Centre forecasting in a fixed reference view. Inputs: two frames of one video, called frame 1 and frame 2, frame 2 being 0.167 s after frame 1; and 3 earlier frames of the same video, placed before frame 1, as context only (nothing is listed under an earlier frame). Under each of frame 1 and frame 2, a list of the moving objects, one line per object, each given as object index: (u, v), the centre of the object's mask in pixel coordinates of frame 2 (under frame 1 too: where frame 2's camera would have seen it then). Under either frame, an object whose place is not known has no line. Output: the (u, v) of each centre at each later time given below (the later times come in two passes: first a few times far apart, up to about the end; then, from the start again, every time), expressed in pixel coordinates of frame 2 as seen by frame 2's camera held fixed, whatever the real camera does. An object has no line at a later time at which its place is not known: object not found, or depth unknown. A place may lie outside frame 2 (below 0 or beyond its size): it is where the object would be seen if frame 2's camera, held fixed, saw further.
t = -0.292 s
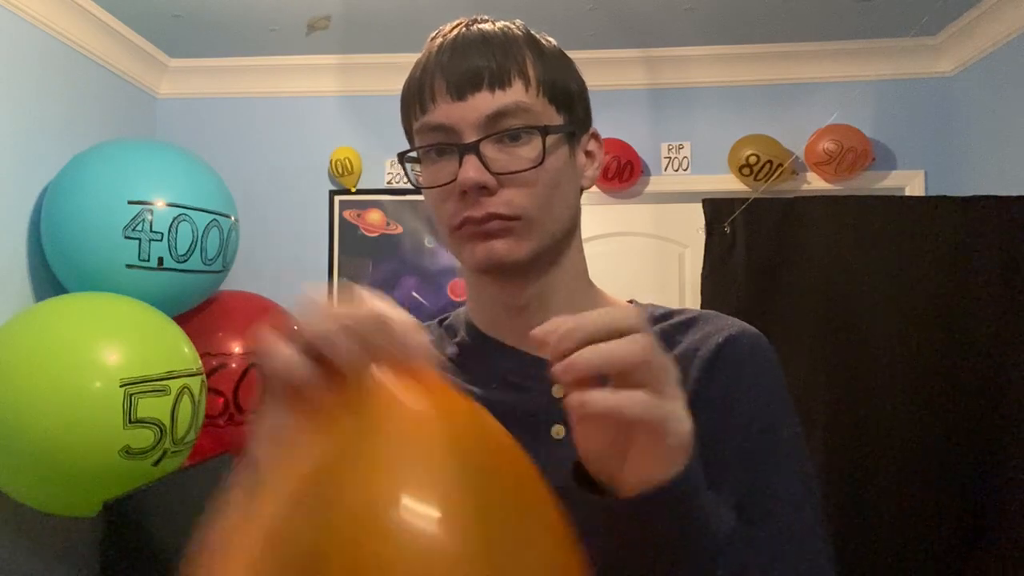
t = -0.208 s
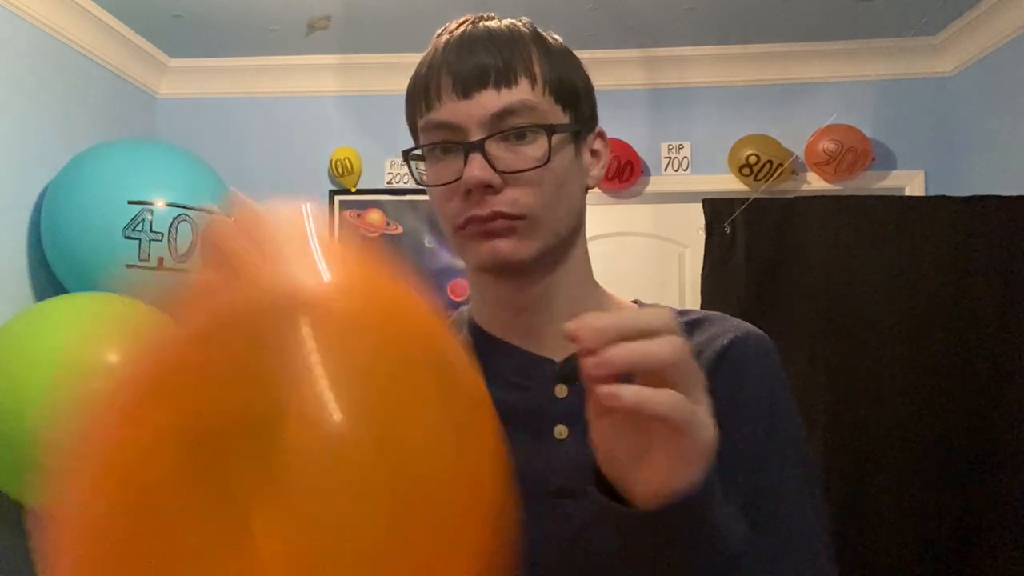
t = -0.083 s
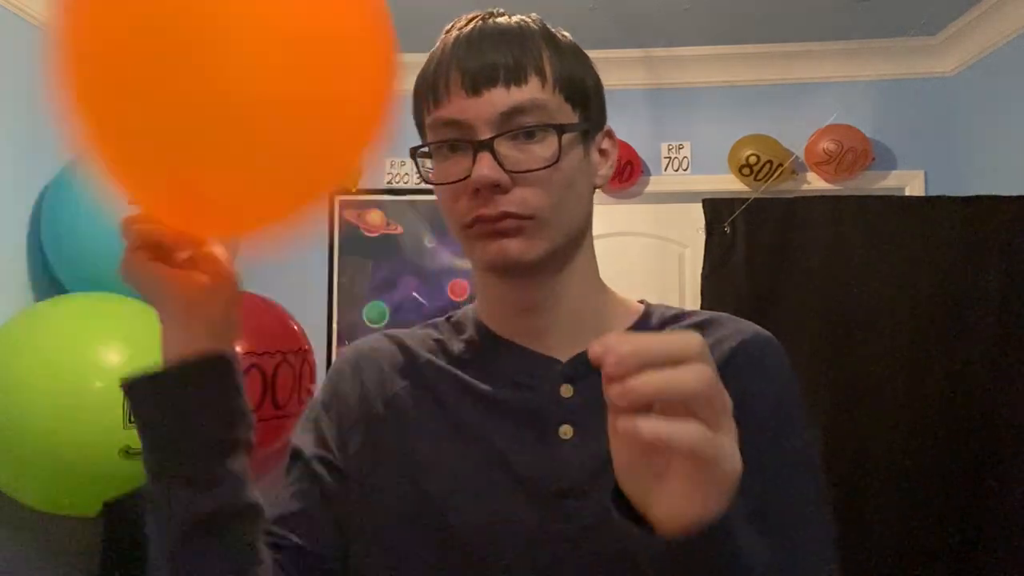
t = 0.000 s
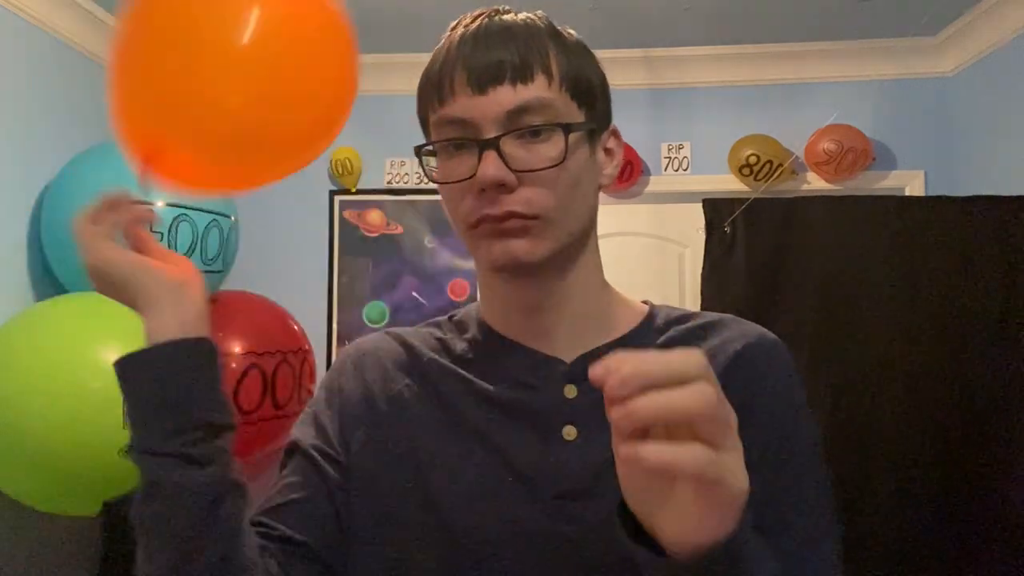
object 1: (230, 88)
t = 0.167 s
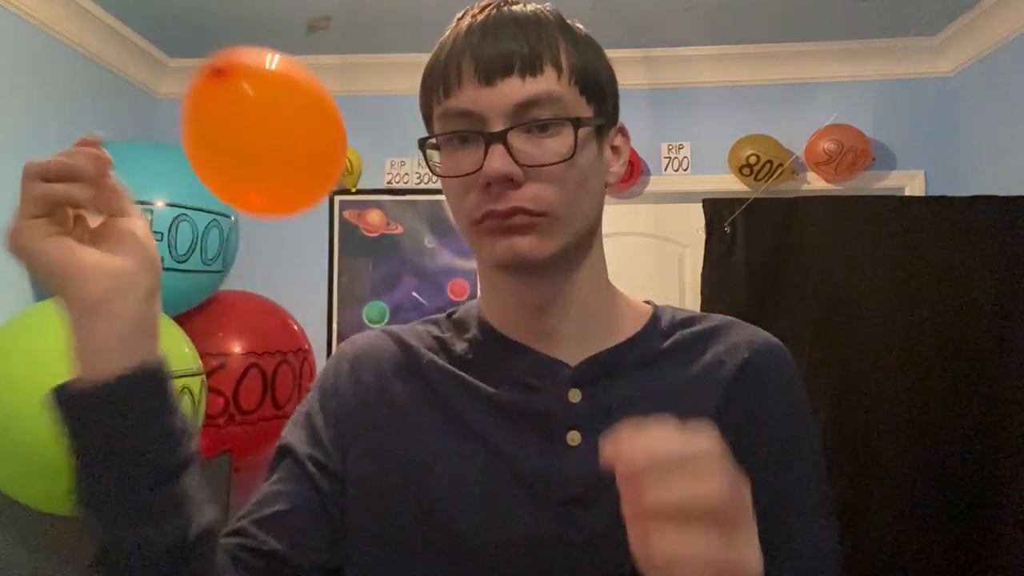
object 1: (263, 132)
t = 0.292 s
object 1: (279, 191)
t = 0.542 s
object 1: (292, 297)
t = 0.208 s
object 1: (269, 152)
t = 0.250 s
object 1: (274, 172)
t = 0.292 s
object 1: (279, 191)
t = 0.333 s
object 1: (283, 211)
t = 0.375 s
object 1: (287, 230)
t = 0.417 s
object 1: (290, 251)
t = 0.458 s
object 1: (293, 271)
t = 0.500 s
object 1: (293, 285)
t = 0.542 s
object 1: (292, 297)
